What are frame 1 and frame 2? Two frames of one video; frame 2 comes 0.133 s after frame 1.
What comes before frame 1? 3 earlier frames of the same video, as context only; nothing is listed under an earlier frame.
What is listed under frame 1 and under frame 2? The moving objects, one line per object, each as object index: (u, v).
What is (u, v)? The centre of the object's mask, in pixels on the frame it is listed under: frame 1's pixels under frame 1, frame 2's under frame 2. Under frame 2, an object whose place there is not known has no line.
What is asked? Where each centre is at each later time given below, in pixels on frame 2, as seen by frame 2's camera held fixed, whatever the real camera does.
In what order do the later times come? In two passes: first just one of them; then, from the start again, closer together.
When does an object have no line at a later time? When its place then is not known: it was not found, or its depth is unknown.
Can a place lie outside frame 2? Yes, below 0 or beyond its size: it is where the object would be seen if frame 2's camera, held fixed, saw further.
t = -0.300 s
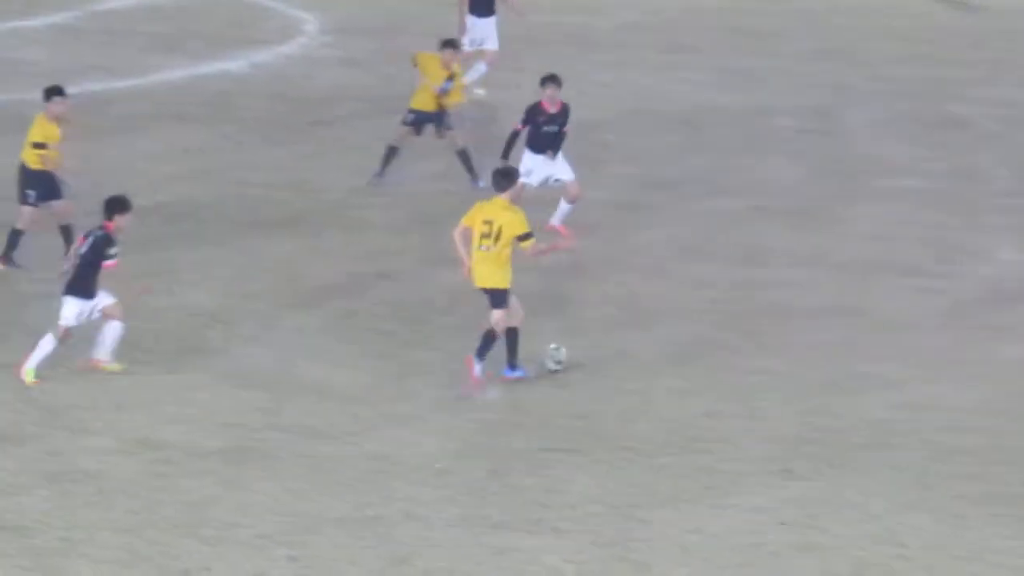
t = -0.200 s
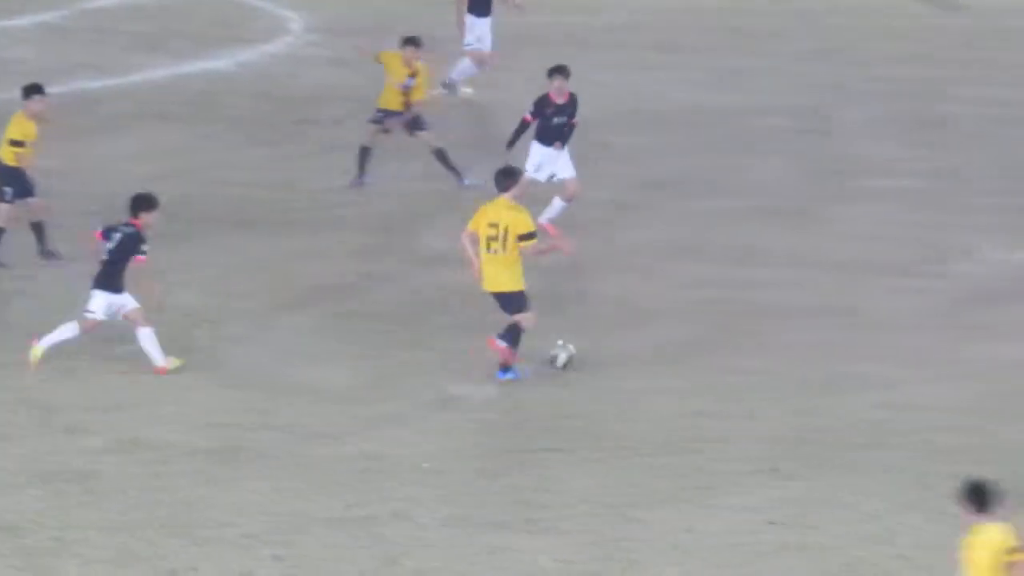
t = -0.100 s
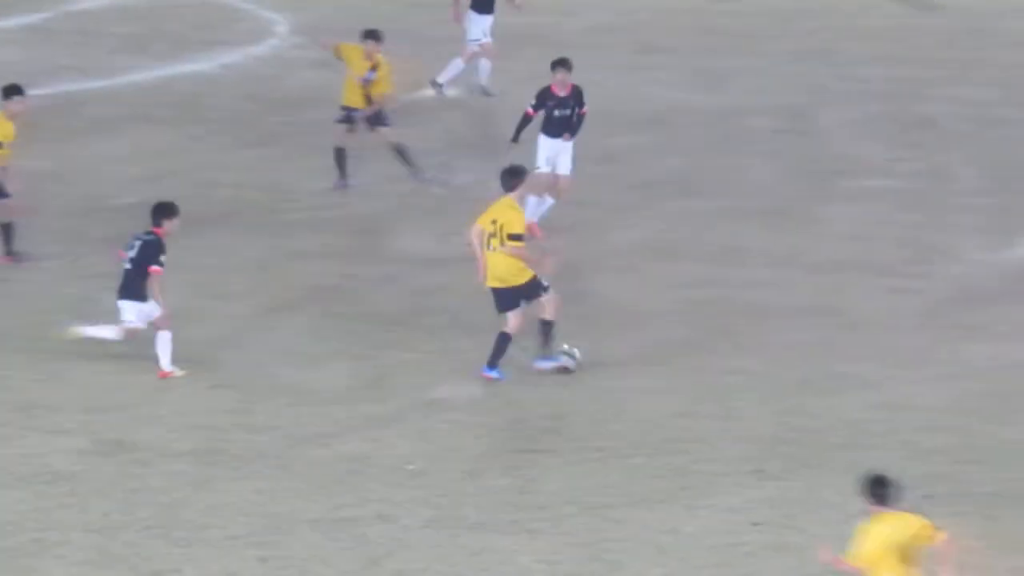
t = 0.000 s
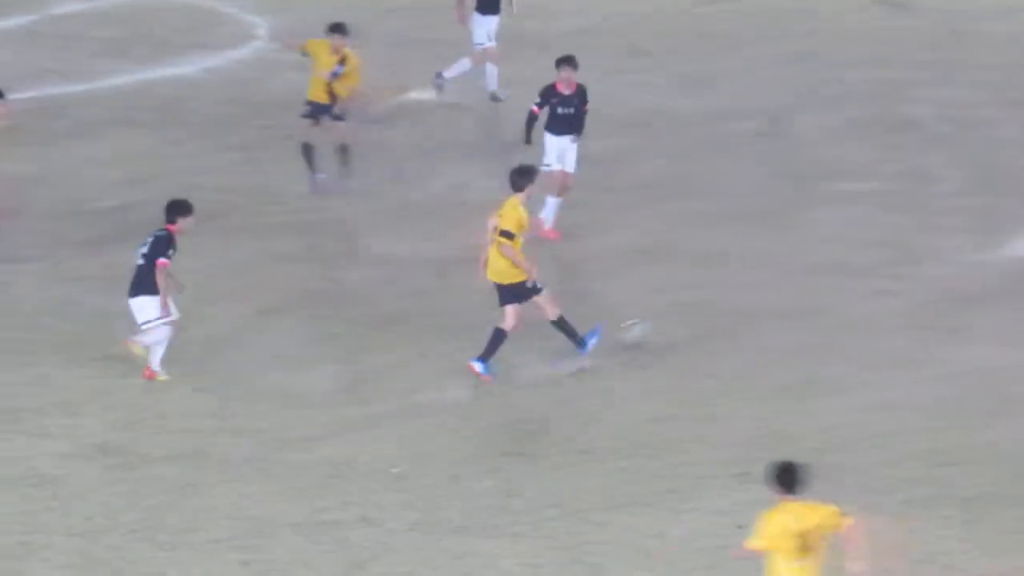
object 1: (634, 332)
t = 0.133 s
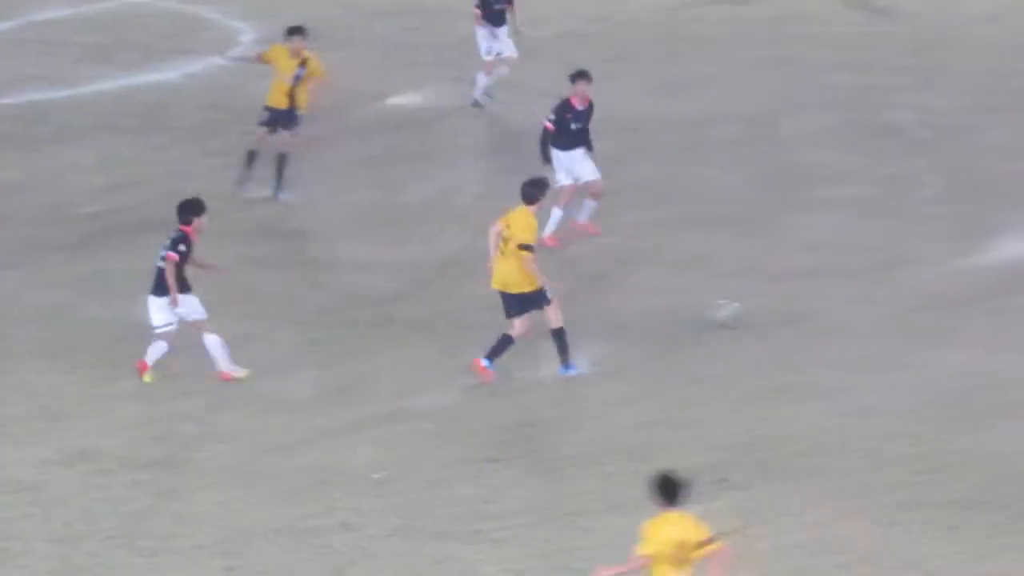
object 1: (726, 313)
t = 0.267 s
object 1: (816, 298)
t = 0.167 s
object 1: (753, 311)
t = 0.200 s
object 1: (772, 312)
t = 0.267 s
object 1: (816, 298)
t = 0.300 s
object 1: (831, 289)
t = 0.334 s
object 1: (853, 284)
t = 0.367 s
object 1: (870, 281)
